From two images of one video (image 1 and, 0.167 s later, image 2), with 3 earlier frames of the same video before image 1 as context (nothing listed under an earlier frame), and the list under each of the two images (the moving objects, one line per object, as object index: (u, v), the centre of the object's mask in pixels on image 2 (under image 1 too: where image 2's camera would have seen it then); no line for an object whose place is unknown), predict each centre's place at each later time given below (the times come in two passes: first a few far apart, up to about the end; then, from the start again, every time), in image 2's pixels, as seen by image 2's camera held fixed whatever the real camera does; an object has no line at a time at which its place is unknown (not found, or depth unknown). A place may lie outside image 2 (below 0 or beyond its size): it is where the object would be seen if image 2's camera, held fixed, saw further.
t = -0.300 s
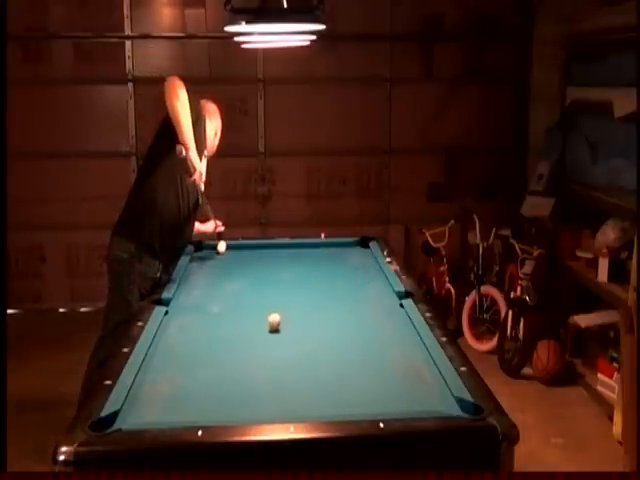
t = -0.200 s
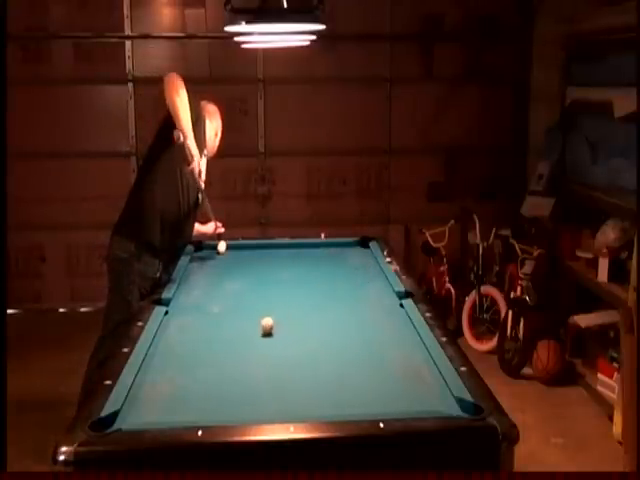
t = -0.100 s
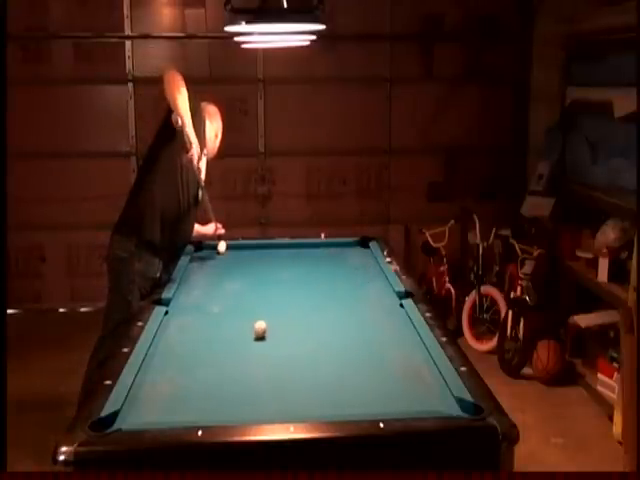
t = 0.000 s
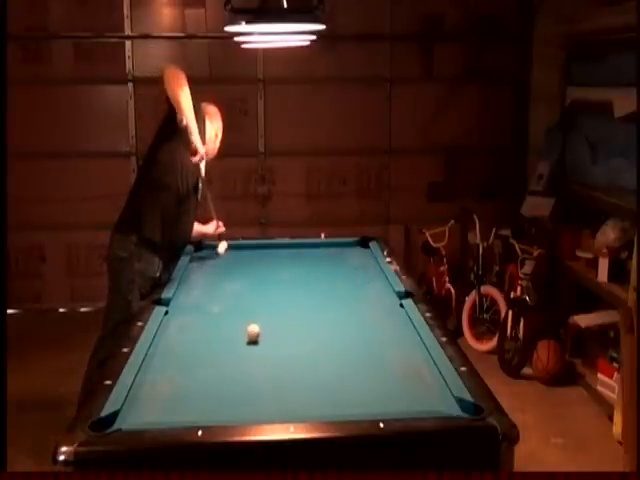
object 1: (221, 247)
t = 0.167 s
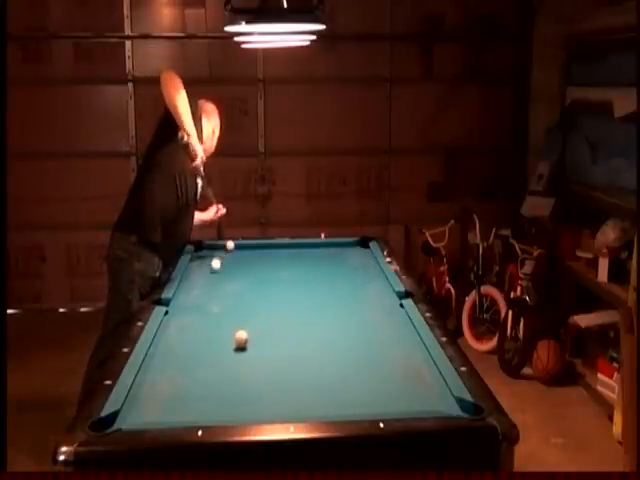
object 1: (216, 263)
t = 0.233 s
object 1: (213, 271)
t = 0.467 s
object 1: (207, 293)
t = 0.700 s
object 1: (199, 320)
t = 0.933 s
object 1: (189, 352)
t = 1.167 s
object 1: (194, 379)
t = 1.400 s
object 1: (205, 403)
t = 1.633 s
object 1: (220, 408)
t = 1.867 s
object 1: (237, 395)
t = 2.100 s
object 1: (251, 382)
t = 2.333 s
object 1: (264, 371)
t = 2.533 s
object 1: (273, 362)
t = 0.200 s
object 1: (214, 267)
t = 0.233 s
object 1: (213, 271)
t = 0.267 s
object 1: (213, 273)
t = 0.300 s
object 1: (211, 276)
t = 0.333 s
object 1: (211, 279)
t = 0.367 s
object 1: (210, 282)
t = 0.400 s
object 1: (209, 286)
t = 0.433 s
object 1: (208, 289)
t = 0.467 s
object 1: (207, 293)
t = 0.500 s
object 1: (206, 296)
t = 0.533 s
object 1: (205, 299)
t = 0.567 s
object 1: (203, 303)
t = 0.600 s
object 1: (203, 307)
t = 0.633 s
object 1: (201, 311)
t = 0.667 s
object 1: (200, 315)
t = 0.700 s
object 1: (199, 320)
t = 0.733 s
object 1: (197, 324)
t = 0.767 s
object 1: (196, 328)
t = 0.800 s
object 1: (195, 332)
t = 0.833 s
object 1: (194, 337)
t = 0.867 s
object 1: (192, 342)
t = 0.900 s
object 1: (191, 347)
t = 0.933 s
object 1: (189, 352)
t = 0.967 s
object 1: (188, 356)
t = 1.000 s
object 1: (187, 362)
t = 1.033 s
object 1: (187, 368)
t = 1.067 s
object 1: (189, 370)
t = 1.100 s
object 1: (191, 373)
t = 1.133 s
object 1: (192, 376)
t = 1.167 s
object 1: (194, 379)
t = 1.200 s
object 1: (196, 382)
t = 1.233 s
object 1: (197, 385)
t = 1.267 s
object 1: (199, 389)
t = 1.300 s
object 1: (200, 392)
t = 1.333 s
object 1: (202, 396)
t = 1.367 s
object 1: (204, 399)
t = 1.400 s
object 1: (205, 403)
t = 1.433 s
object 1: (207, 405)
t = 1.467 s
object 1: (209, 407)
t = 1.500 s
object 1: (211, 410)
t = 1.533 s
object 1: (213, 412)
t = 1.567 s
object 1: (216, 411)
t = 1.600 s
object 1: (218, 409)
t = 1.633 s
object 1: (220, 408)
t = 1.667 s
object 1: (222, 406)
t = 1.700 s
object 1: (225, 404)
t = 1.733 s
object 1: (228, 403)
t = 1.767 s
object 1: (230, 401)
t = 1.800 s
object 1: (232, 399)
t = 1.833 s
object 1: (234, 397)
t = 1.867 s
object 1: (237, 395)
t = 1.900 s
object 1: (239, 393)
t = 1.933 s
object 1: (241, 391)
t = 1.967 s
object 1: (243, 389)
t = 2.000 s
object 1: (245, 388)
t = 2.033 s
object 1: (247, 386)
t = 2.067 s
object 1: (249, 384)
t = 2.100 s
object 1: (251, 382)
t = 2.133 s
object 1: (253, 380)
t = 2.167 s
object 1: (255, 379)
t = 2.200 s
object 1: (257, 377)
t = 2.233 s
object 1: (259, 375)
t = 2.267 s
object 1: (260, 374)
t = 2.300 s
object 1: (262, 372)
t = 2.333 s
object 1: (264, 371)
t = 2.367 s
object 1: (265, 369)
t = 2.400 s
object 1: (267, 368)
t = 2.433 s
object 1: (269, 366)
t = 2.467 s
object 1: (270, 365)
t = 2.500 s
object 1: (272, 363)
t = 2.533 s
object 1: (273, 362)
